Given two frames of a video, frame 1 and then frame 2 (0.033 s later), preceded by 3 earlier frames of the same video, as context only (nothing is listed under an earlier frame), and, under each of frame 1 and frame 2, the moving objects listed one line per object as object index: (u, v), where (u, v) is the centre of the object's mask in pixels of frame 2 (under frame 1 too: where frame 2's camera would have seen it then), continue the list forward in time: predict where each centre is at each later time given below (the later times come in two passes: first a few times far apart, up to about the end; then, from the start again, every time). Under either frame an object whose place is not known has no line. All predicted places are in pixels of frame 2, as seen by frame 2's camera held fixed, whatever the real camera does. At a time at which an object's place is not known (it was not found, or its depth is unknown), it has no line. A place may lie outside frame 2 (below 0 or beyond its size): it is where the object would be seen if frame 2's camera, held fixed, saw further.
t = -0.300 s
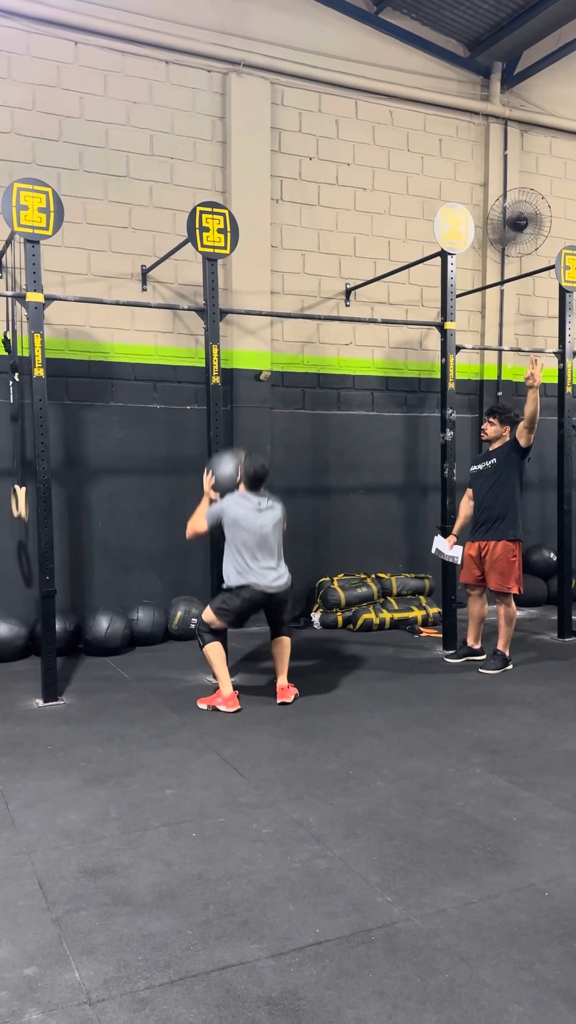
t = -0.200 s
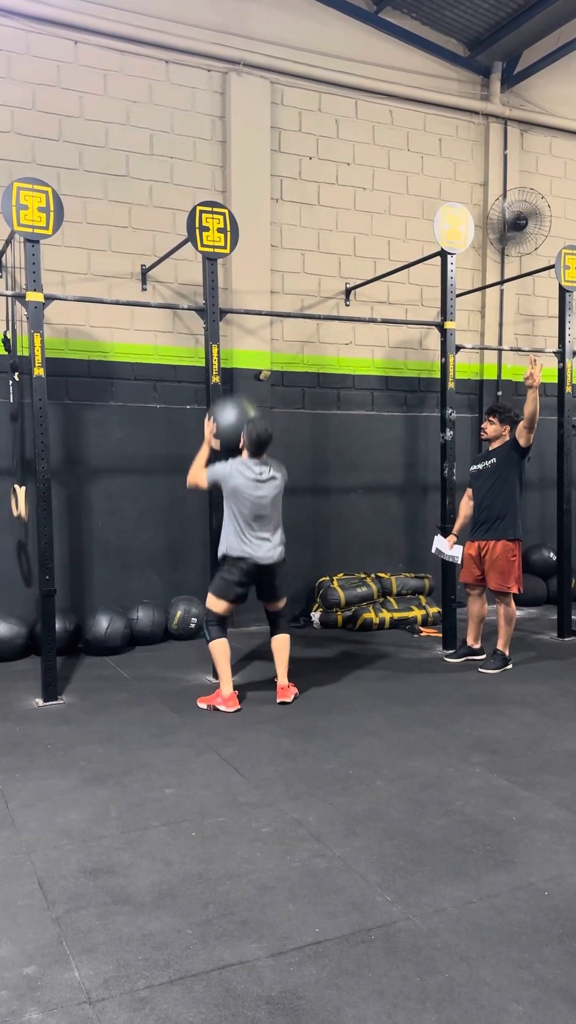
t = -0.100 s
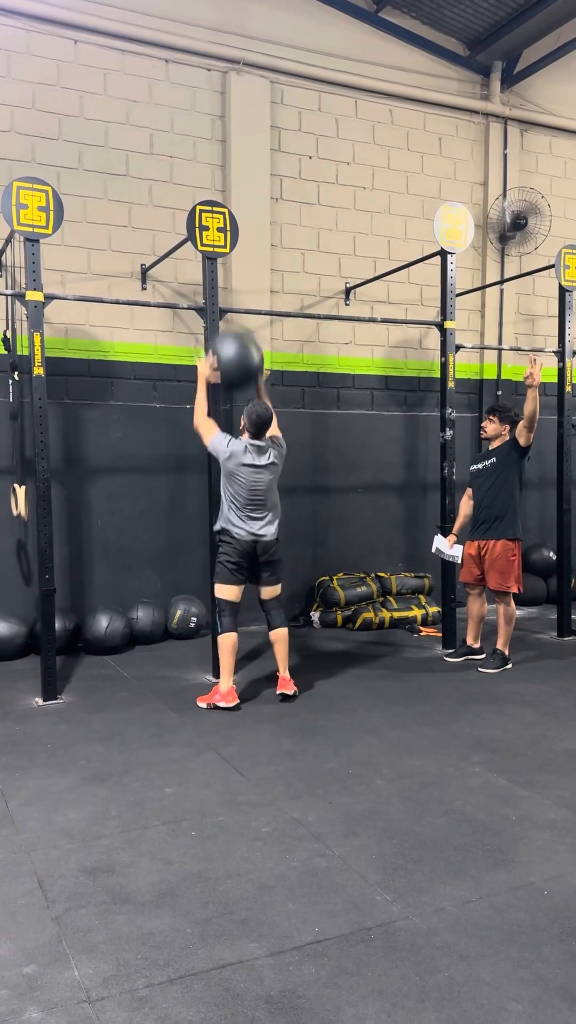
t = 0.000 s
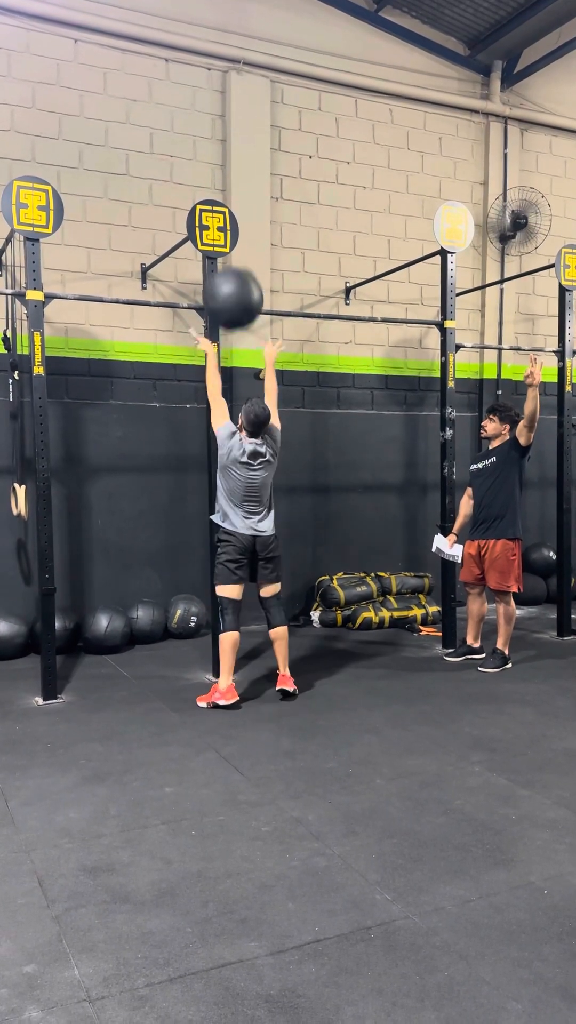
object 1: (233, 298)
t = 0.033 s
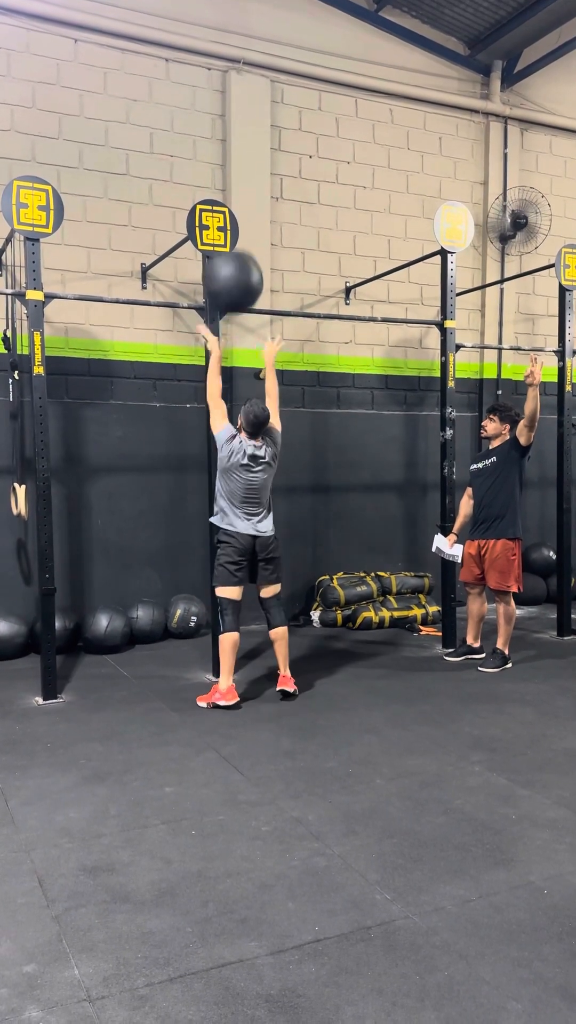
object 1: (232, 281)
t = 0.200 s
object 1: (225, 225)
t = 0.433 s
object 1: (224, 225)
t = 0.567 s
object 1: (229, 263)
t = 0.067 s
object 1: (233, 267)
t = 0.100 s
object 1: (233, 253)
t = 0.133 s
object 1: (232, 242)
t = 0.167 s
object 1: (231, 232)
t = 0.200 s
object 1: (225, 225)
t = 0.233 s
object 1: (224, 222)
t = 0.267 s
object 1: (224, 219)
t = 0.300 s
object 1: (224, 218)
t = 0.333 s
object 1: (224, 218)
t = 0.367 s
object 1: (224, 219)
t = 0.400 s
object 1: (224, 221)
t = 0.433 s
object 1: (224, 225)
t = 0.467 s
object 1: (223, 229)
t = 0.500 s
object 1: (223, 235)
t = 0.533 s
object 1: (222, 241)
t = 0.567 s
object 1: (229, 263)
